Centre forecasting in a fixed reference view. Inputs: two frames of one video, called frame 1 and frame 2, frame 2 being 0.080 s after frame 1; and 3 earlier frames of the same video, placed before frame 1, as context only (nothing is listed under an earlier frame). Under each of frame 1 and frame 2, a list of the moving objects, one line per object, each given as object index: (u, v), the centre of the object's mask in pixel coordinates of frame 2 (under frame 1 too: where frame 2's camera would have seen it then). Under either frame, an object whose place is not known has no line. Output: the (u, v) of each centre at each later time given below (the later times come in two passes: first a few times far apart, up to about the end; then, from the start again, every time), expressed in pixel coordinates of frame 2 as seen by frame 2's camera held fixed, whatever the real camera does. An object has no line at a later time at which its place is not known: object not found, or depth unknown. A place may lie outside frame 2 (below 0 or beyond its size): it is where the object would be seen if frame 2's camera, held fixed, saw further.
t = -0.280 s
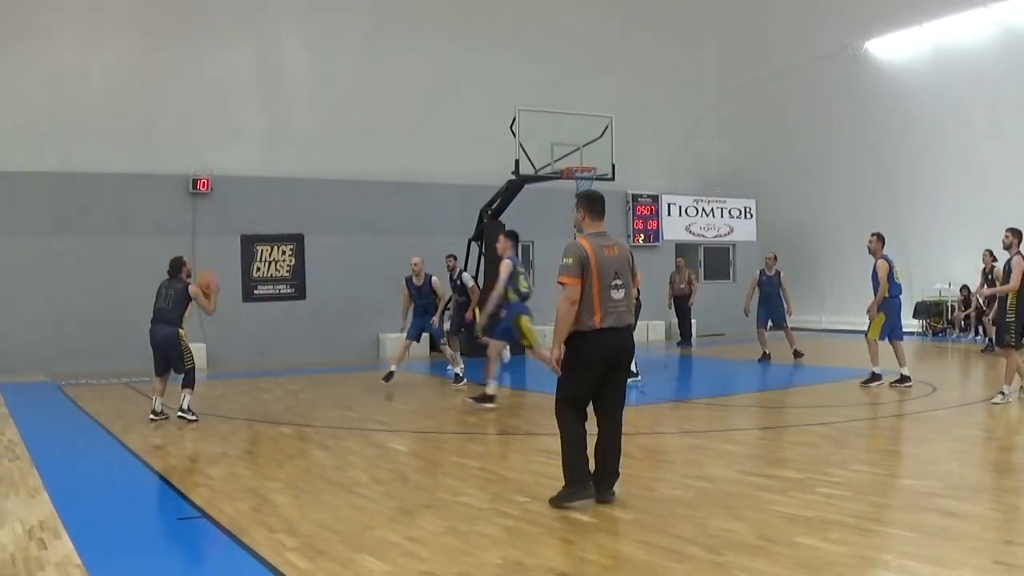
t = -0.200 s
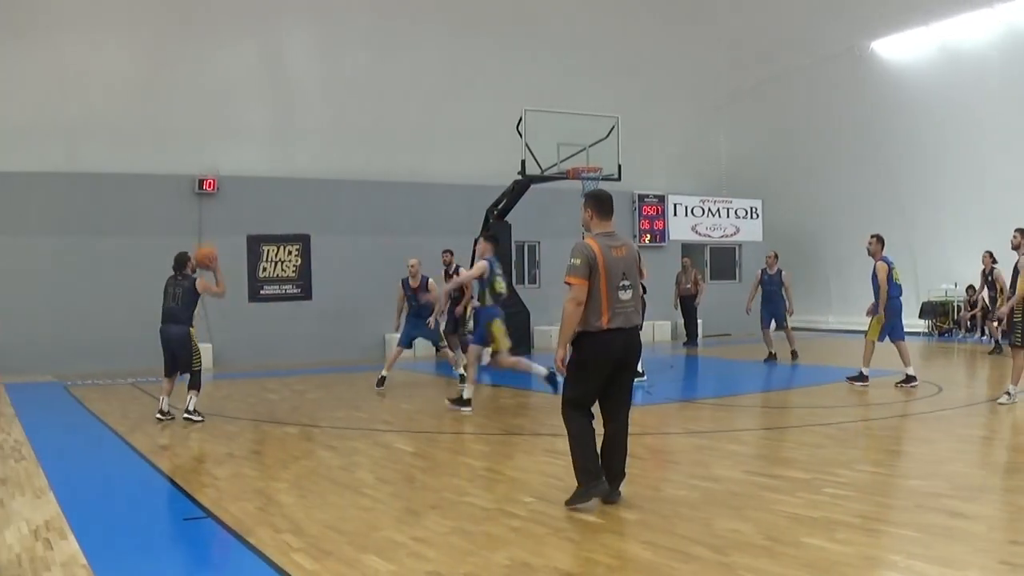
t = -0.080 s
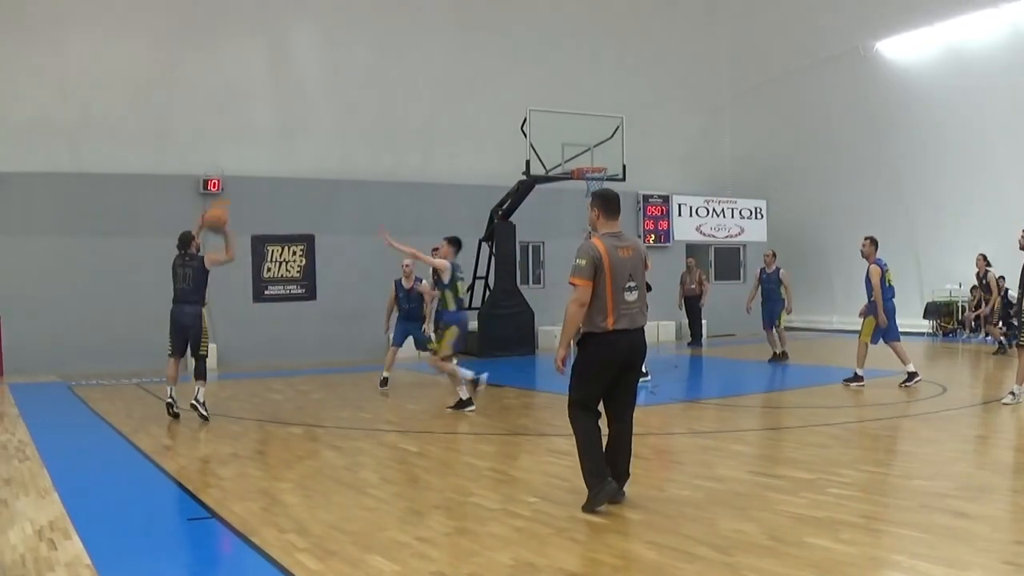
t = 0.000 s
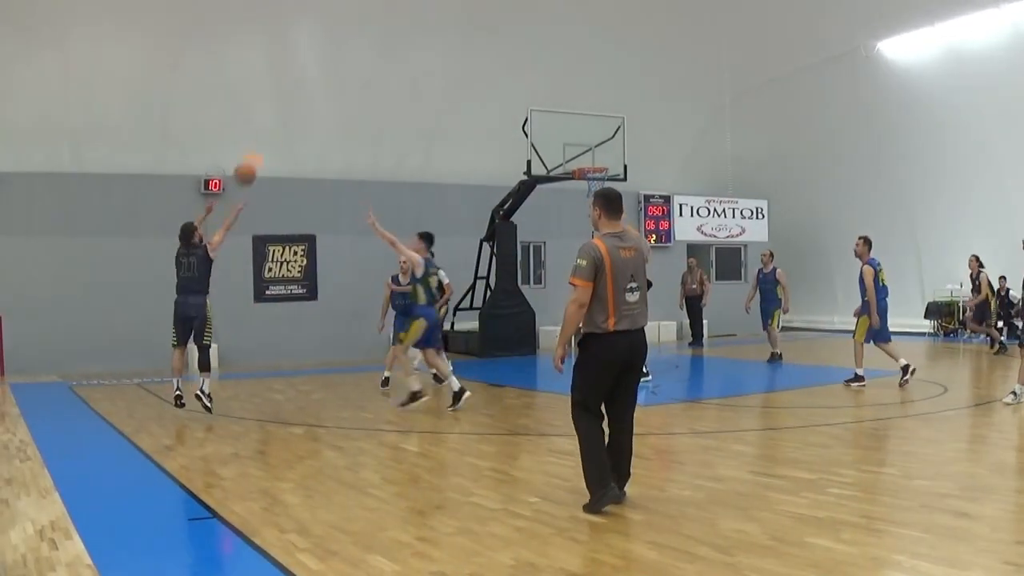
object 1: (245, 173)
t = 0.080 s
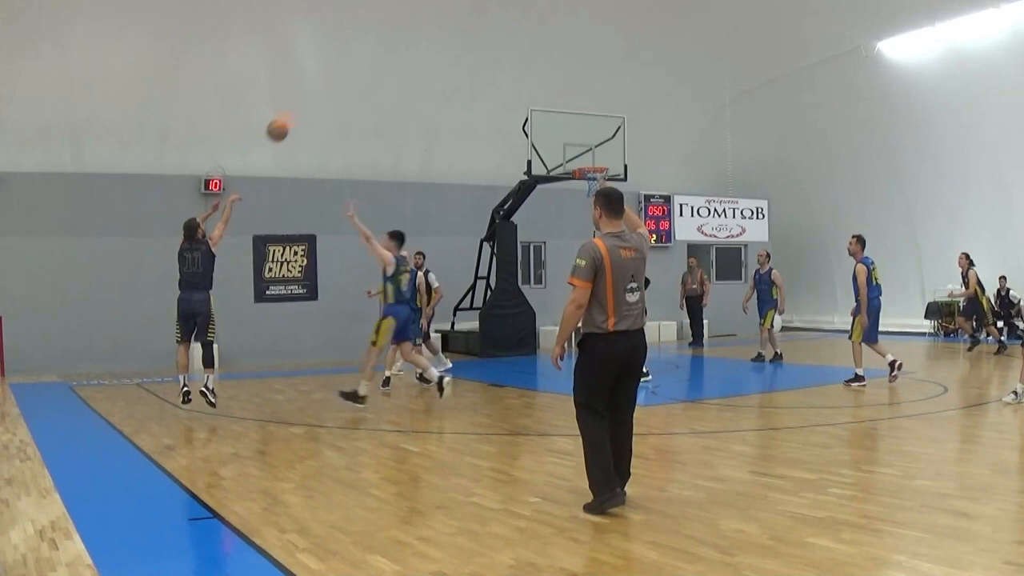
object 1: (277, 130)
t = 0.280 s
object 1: (349, 57)
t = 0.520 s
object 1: (421, 24)
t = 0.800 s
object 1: (490, 40)
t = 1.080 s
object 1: (547, 106)
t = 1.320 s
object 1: (587, 181)
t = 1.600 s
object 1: (613, 201)
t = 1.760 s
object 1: (628, 234)
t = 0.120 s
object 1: (293, 112)
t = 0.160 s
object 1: (308, 95)
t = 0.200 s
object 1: (322, 80)
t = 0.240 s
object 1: (336, 68)
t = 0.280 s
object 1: (349, 57)
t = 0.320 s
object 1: (363, 47)
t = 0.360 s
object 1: (375, 40)
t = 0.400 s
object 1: (388, 33)
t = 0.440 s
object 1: (399, 29)
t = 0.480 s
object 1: (411, 26)
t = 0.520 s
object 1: (421, 24)
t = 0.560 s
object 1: (432, 22)
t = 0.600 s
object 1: (442, 23)
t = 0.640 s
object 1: (453, 24)
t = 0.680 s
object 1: (462, 27)
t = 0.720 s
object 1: (472, 30)
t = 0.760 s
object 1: (481, 35)
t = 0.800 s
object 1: (490, 40)
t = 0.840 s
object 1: (499, 47)
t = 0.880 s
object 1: (507, 54)
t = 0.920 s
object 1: (515, 63)
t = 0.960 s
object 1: (523, 73)
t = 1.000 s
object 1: (531, 83)
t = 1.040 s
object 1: (538, 94)
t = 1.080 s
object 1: (547, 106)
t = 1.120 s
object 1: (554, 118)
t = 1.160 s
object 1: (561, 131)
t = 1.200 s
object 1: (568, 146)
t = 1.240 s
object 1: (575, 160)
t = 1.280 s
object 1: (587, 172)
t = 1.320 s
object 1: (587, 181)
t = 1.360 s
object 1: (592, 183)
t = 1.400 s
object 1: (596, 184)
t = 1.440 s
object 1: (599, 185)
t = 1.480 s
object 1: (603, 187)
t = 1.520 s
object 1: (606, 191)
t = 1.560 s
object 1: (609, 195)
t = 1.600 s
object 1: (613, 201)
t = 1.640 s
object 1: (616, 208)
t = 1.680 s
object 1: (620, 215)
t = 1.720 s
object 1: (624, 224)
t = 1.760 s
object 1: (628, 234)
